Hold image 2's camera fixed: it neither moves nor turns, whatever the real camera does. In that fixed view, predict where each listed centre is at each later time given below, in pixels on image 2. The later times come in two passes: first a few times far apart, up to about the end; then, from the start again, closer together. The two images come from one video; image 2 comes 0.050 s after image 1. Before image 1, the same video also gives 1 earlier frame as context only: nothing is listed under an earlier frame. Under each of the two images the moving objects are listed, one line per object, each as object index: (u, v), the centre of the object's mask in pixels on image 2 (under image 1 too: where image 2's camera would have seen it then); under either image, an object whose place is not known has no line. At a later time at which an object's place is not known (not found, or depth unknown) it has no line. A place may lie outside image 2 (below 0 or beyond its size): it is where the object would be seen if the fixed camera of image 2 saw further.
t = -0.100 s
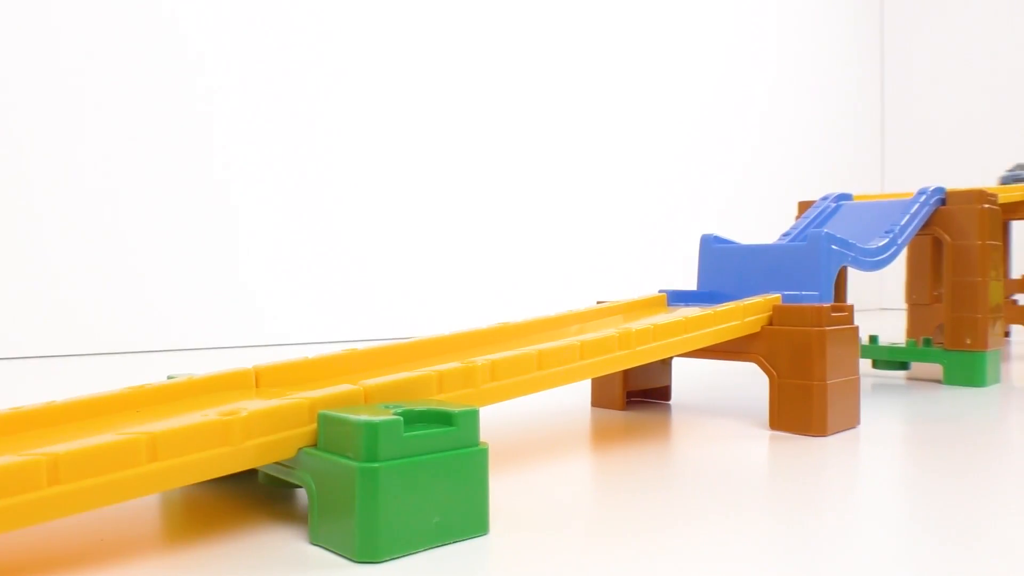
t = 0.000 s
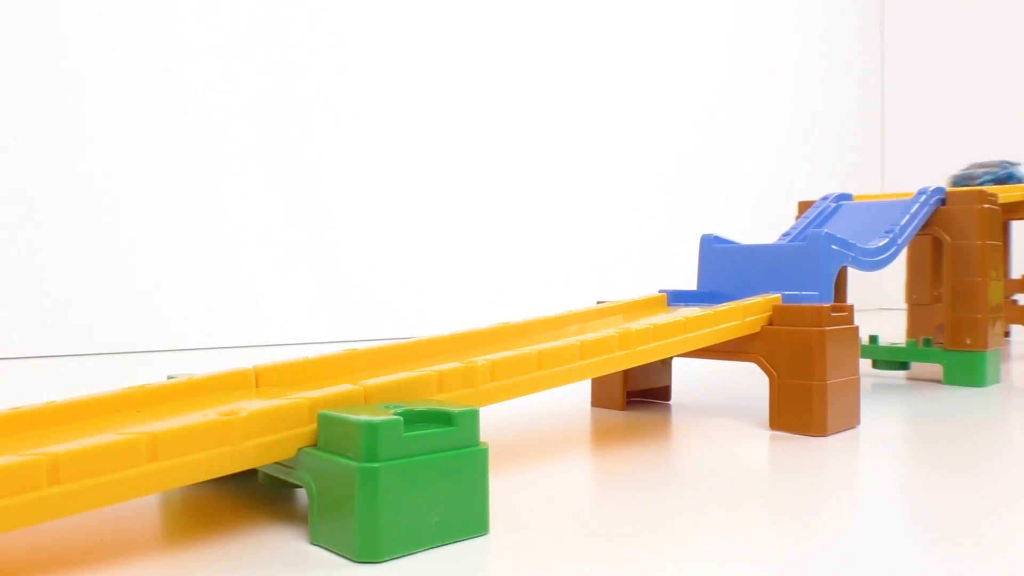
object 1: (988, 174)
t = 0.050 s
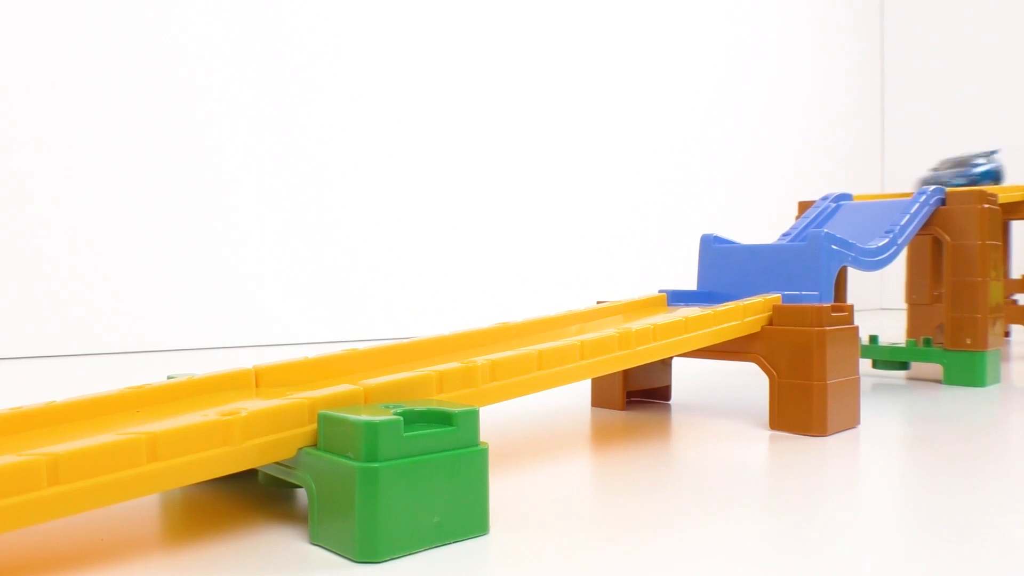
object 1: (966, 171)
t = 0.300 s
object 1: (674, 193)
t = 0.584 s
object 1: (259, 325)
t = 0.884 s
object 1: (163, 370)
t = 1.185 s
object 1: (108, 374)
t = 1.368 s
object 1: (105, 374)
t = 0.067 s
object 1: (953, 172)
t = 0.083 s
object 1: (938, 174)
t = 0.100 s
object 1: (920, 178)
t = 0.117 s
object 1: (907, 177)
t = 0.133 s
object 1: (892, 177)
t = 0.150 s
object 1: (877, 178)
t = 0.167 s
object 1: (862, 181)
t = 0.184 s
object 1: (840, 193)
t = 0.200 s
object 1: (826, 197)
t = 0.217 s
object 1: (805, 201)
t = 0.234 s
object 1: (777, 209)
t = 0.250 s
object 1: (751, 201)
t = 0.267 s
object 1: (727, 195)
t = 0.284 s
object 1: (702, 192)
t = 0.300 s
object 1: (674, 193)
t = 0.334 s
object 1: (618, 220)
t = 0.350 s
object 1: (584, 248)
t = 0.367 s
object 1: (528, 286)
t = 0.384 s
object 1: (479, 290)
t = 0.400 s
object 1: (430, 290)
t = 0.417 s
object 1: (385, 285)
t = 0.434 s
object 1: (369, 271)
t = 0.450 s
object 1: (357, 266)
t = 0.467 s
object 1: (344, 262)
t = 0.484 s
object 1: (329, 265)
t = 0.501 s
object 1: (314, 270)
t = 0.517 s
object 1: (300, 280)
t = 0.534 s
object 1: (289, 299)
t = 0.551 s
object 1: (280, 308)
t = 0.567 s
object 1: (273, 318)
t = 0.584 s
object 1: (259, 325)
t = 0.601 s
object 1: (248, 331)
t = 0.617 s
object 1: (228, 339)
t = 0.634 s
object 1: (217, 341)
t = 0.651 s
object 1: (212, 345)
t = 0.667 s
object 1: (212, 350)
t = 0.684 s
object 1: (213, 350)
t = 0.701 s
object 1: (210, 350)
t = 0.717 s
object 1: (212, 352)
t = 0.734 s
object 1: (211, 358)
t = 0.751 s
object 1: (202, 367)
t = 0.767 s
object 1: (199, 364)
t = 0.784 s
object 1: (197, 361)
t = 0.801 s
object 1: (193, 362)
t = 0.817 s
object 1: (190, 366)
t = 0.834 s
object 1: (177, 369)
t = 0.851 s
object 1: (175, 367)
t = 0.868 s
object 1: (171, 368)
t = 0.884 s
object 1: (163, 370)
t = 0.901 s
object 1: (158, 369)
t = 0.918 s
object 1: (153, 371)
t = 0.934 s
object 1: (150, 371)
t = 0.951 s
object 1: (143, 372)
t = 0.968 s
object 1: (138, 372)
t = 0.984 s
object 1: (135, 372)
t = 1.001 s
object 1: (131, 372)
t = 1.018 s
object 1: (129, 372)
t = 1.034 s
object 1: (124, 373)
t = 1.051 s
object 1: (122, 373)
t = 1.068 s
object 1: (120, 373)
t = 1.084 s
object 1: (118, 373)
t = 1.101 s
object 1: (116, 373)
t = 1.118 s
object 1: (113, 373)
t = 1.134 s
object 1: (111, 374)
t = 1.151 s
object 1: (110, 374)
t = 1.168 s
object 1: (108, 374)
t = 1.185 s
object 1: (108, 374)
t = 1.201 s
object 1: (106, 374)
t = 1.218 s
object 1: (107, 374)
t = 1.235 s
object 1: (106, 374)
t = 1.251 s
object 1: (106, 374)
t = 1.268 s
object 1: (105, 374)
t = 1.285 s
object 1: (106, 374)
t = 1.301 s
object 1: (105, 374)
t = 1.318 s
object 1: (106, 374)
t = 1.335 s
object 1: (105, 374)
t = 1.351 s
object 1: (105, 374)
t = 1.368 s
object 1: (105, 374)
